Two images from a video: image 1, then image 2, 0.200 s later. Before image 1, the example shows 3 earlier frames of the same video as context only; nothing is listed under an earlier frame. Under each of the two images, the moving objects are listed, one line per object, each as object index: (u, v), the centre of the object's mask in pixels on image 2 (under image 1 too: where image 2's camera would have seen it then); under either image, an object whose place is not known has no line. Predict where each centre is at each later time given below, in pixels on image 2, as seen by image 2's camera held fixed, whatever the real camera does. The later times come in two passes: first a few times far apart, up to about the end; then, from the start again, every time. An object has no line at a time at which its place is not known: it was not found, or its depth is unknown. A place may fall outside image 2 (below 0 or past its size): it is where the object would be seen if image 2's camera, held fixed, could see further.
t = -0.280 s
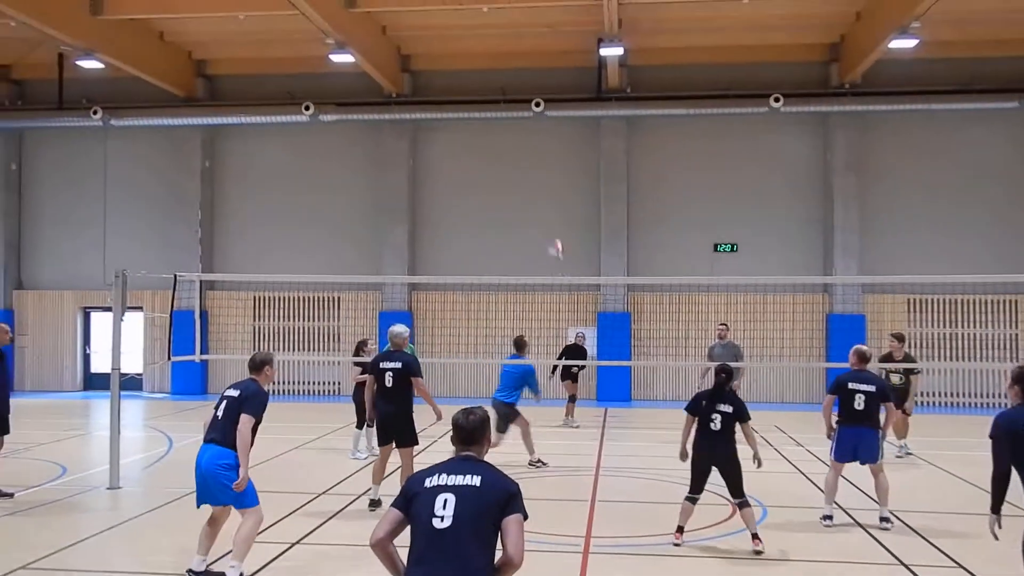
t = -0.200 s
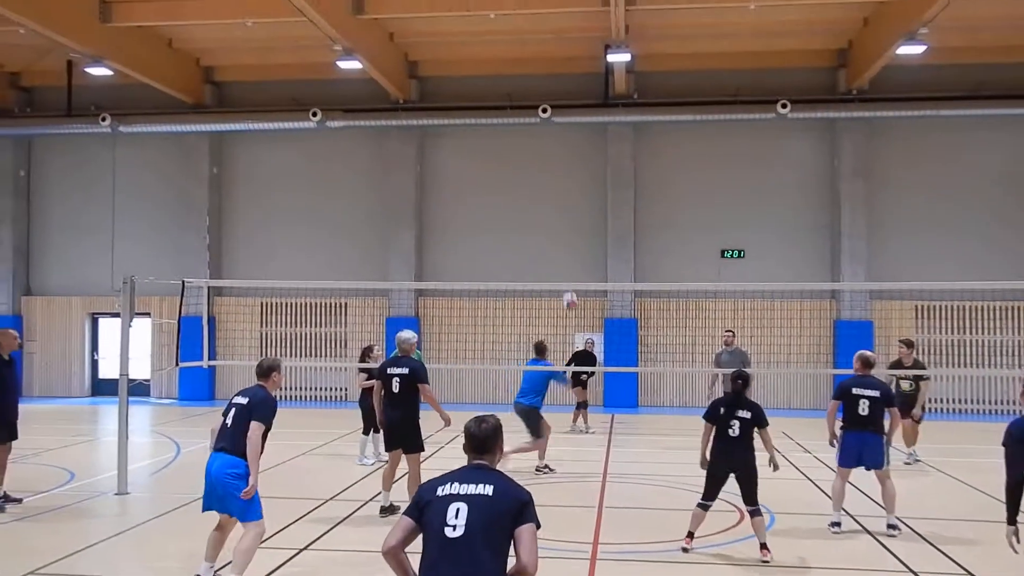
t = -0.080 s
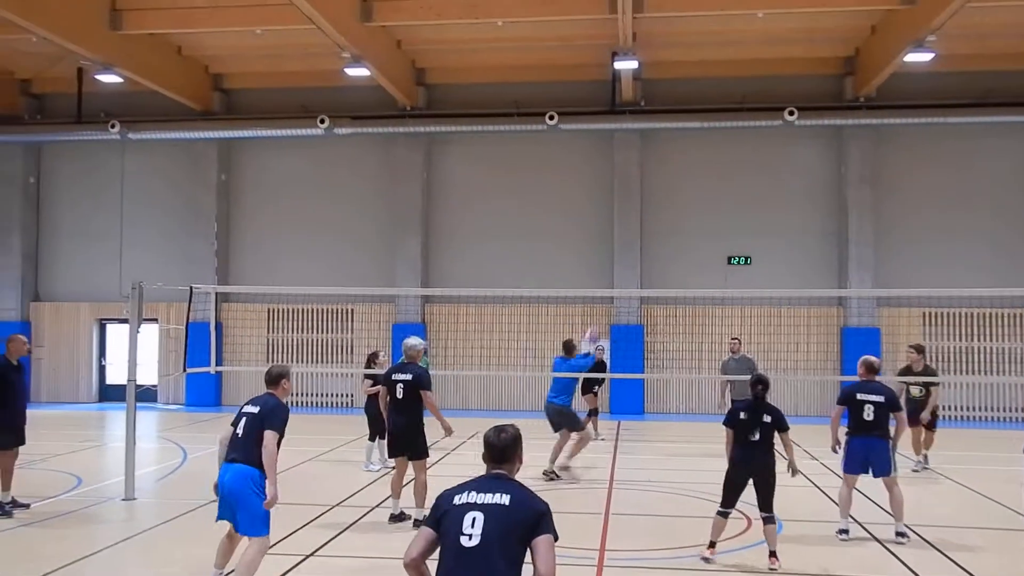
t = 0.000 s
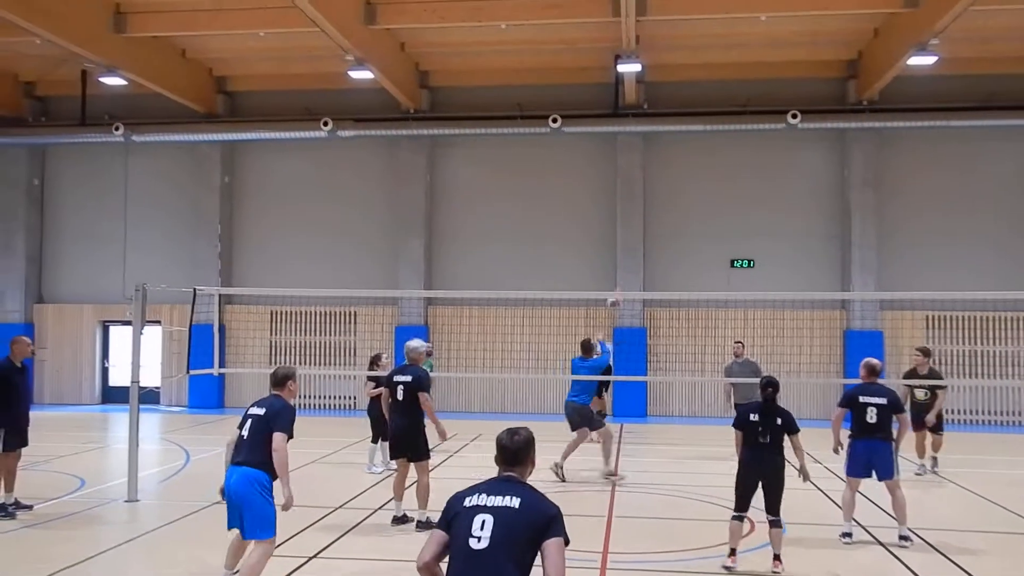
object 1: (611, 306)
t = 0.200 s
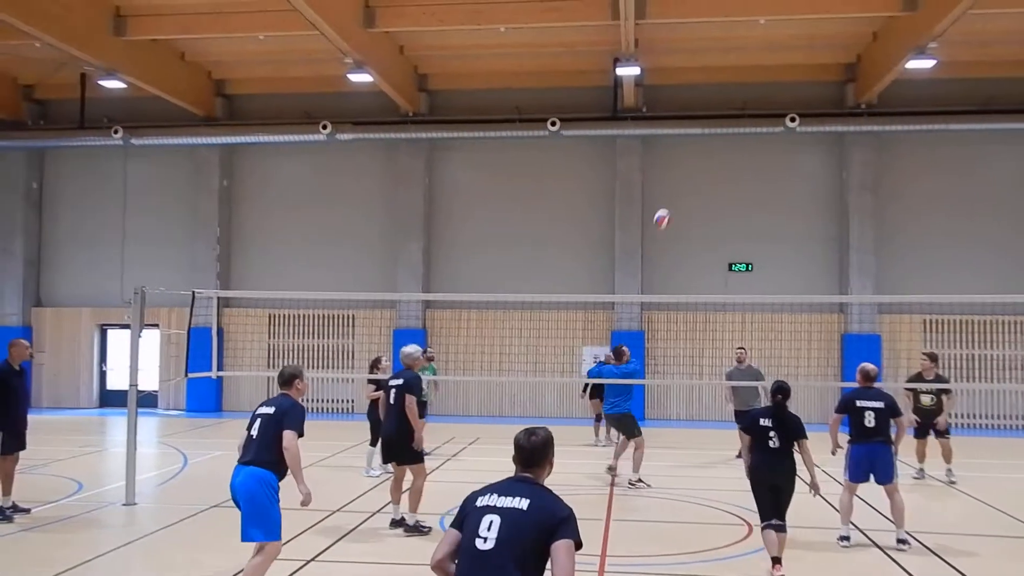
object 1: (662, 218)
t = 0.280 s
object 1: (681, 194)
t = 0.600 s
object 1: (760, 139)
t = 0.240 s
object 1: (672, 205)
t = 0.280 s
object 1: (681, 194)
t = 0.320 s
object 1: (691, 181)
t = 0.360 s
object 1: (702, 172)
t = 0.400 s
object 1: (712, 164)
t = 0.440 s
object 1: (721, 156)
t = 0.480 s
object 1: (731, 150)
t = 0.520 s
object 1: (740, 145)
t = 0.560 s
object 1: (750, 142)
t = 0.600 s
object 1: (760, 139)
